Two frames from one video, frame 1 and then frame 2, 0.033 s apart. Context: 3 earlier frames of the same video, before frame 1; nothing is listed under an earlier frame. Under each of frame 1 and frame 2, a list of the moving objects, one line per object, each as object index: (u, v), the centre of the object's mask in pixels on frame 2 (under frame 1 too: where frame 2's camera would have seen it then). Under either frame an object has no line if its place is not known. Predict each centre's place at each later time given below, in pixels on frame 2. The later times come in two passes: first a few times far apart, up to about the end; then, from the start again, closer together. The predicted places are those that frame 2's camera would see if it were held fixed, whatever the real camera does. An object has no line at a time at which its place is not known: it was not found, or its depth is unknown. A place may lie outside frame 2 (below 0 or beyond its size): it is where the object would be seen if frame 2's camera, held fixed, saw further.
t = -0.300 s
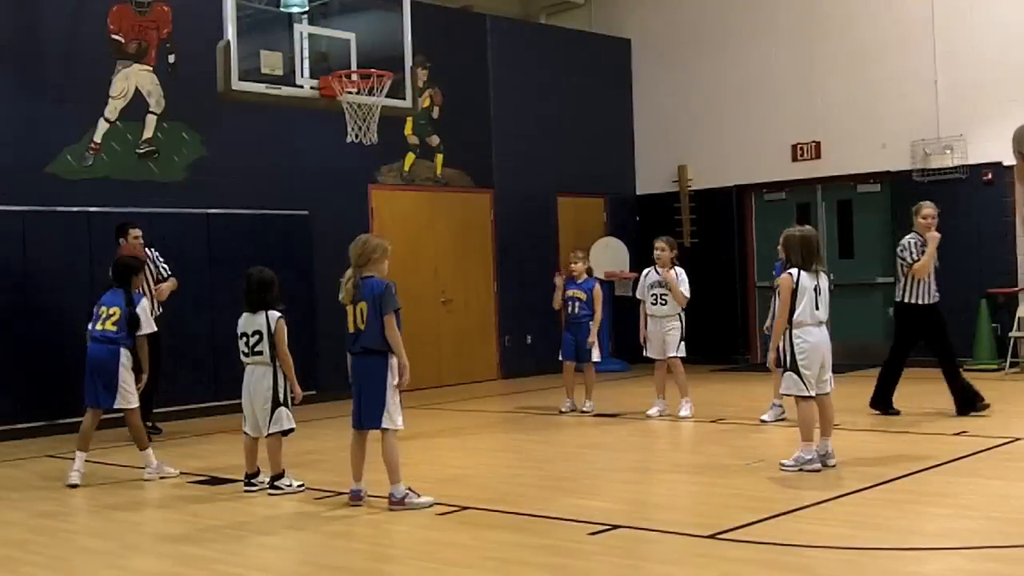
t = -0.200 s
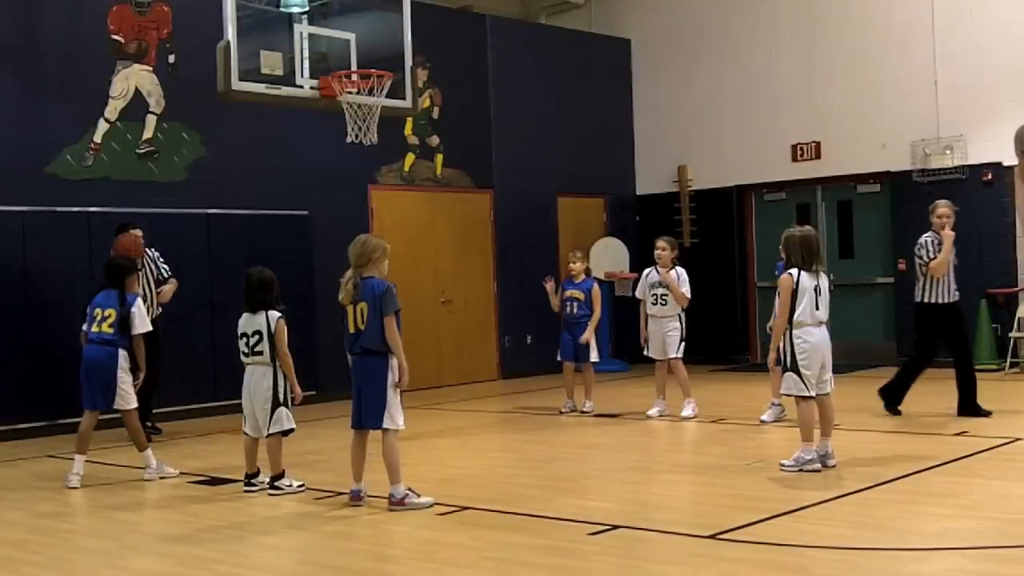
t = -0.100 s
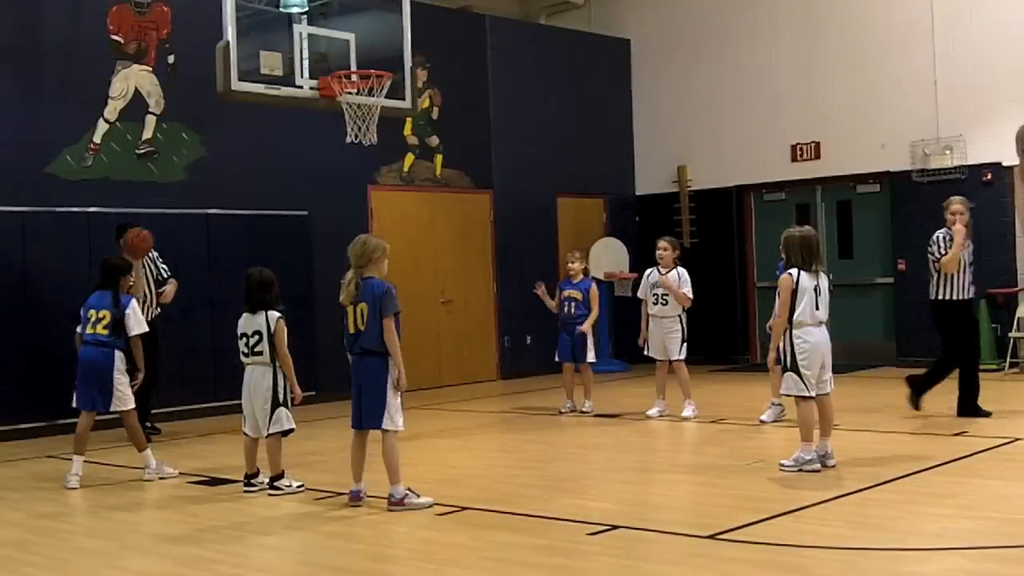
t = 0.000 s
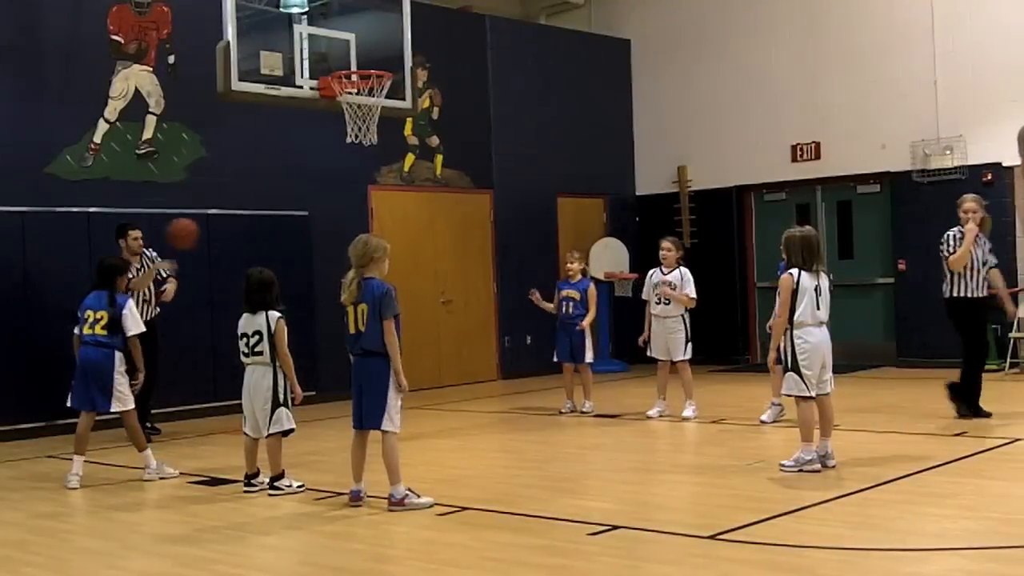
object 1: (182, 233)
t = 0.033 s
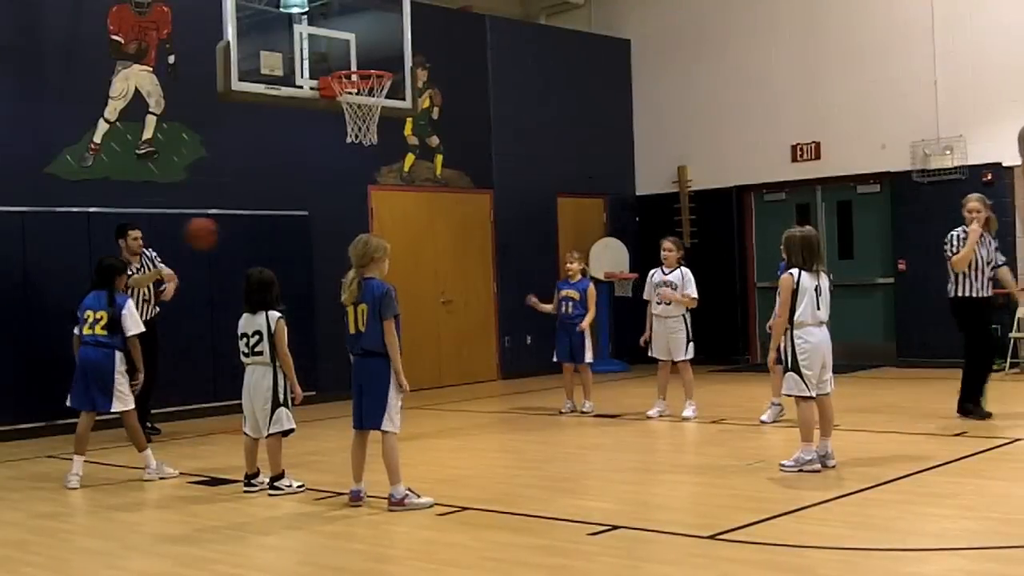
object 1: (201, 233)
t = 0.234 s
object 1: (324, 262)
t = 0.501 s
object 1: (511, 400)
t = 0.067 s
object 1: (221, 234)
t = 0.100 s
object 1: (240, 236)
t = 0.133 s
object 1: (261, 241)
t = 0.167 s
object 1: (281, 246)
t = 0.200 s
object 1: (302, 253)
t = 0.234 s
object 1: (324, 262)
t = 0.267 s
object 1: (340, 270)
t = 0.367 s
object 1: (414, 315)
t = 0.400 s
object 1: (437, 333)
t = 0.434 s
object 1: (462, 353)
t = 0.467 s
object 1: (488, 376)
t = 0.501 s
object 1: (511, 400)
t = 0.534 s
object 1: (538, 430)
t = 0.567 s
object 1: (558, 439)
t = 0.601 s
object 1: (567, 418)
